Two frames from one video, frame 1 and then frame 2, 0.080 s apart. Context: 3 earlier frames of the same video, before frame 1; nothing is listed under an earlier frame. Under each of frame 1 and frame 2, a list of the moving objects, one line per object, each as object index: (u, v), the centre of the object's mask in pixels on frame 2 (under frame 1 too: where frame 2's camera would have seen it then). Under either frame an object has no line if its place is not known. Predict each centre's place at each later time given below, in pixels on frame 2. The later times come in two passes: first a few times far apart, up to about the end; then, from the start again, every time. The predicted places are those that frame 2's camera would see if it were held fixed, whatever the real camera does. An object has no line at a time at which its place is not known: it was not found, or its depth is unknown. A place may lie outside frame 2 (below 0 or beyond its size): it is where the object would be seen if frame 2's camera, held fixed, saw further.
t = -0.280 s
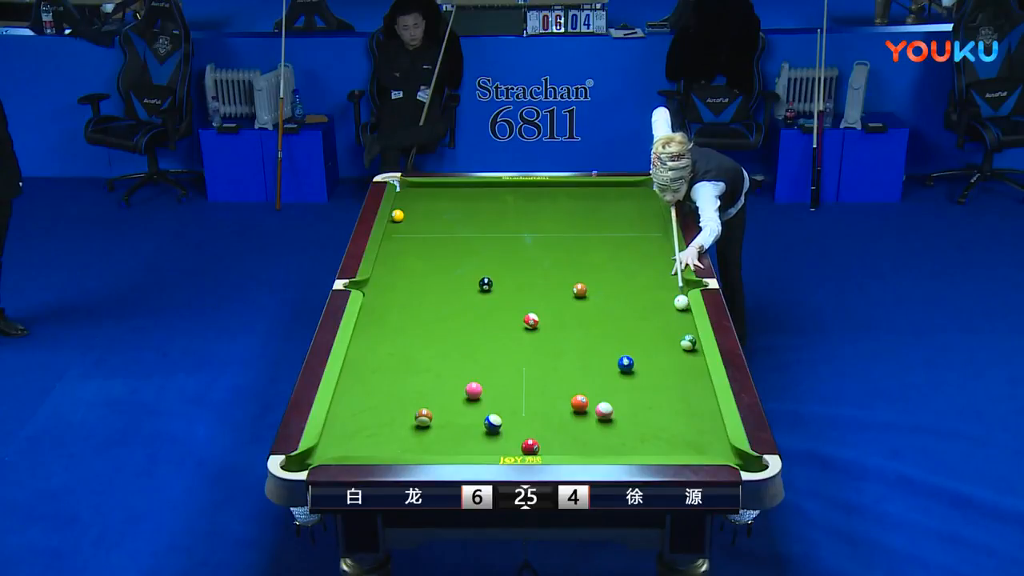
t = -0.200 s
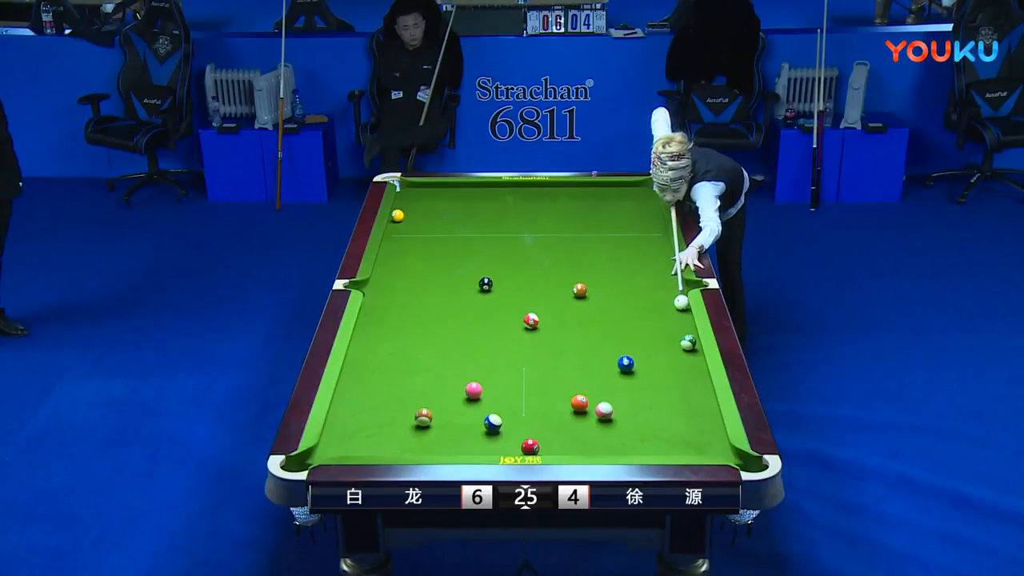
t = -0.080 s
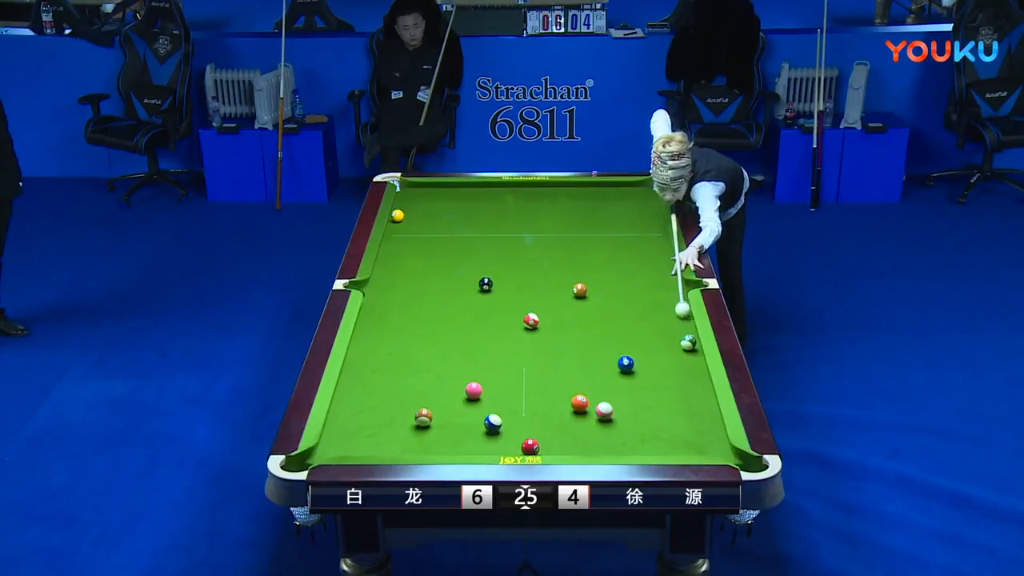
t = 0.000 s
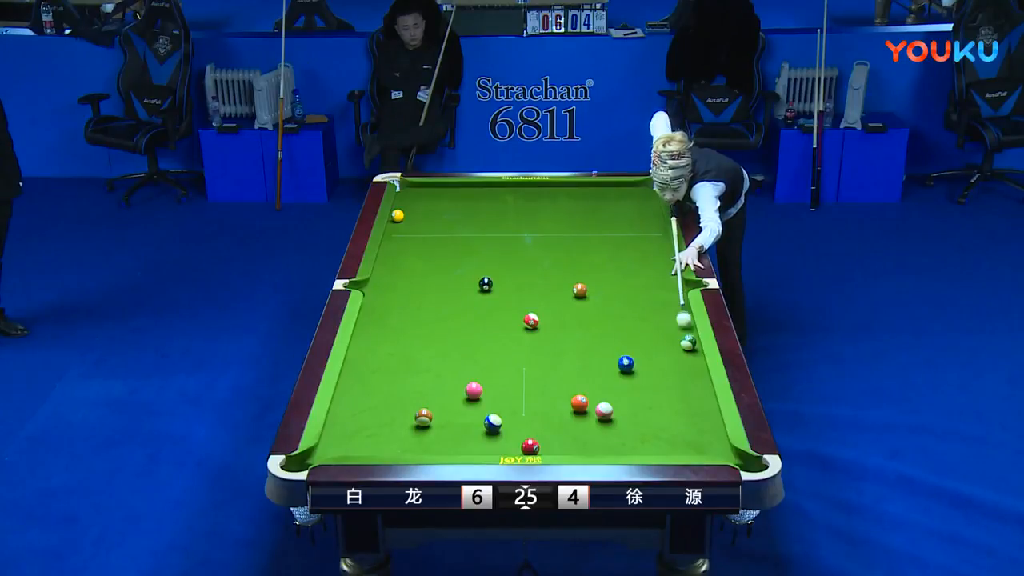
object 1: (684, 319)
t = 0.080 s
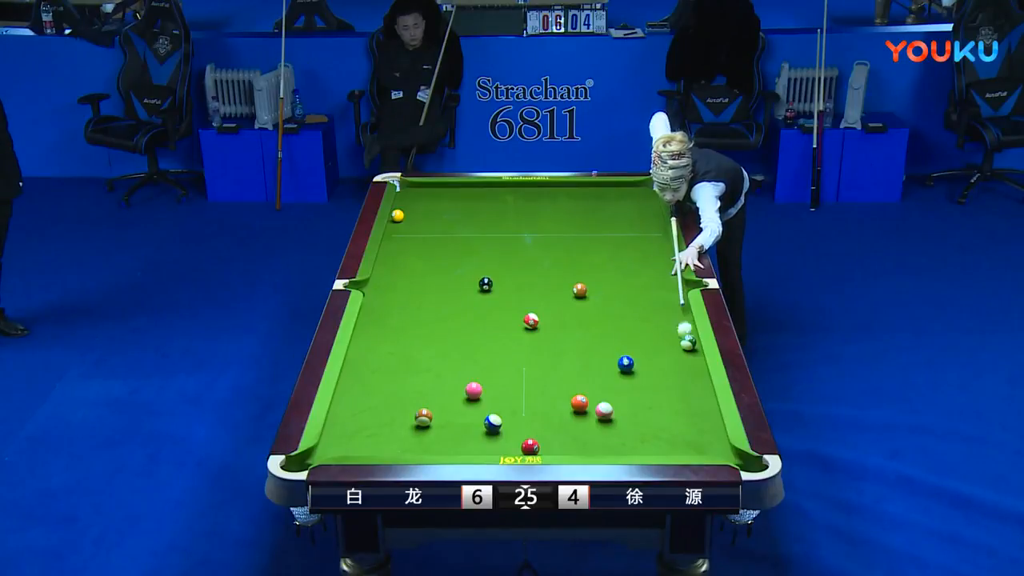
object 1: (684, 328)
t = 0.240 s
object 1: (683, 337)
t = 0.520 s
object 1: (679, 344)
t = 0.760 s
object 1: (676, 349)
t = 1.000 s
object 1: (673, 354)
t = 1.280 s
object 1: (670, 360)
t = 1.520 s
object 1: (668, 364)
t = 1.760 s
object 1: (666, 367)
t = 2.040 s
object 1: (665, 371)
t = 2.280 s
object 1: (663, 373)
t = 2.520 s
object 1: (662, 375)
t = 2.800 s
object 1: (661, 376)
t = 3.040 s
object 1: (660, 376)
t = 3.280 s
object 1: (661, 376)
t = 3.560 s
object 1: (660, 376)
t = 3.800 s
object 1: (661, 376)
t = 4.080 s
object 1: (660, 376)
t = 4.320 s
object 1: (661, 376)
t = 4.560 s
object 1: (661, 376)
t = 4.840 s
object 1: (661, 376)
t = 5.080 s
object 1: (661, 376)
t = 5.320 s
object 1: (660, 376)
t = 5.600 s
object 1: (661, 376)
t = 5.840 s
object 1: (660, 376)
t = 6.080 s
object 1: (661, 376)
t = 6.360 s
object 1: (660, 376)
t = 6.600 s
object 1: (660, 376)
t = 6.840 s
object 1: (660, 376)
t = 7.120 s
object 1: (660, 376)
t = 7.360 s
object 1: (660, 376)
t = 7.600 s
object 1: (660, 376)
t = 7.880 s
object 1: (660, 376)
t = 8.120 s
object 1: (660, 376)
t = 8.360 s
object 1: (660, 376)
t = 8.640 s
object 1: (660, 376)
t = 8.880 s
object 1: (660, 376)
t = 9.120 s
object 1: (660, 376)
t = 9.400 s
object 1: (660, 376)
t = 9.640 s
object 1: (660, 376)
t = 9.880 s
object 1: (660, 376)
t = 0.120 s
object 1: (684, 332)
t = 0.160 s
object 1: (684, 334)
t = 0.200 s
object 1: (684, 335)
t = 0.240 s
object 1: (683, 337)
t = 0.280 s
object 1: (682, 338)
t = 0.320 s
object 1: (682, 339)
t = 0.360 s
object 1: (681, 340)
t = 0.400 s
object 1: (680, 341)
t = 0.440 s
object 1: (680, 342)
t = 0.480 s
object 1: (679, 343)
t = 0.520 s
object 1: (679, 344)
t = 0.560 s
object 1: (678, 345)
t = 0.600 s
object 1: (678, 346)
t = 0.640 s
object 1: (677, 346)
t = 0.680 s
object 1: (677, 347)
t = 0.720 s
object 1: (676, 348)
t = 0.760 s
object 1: (676, 349)
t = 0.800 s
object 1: (675, 350)
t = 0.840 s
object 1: (675, 351)
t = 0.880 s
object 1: (674, 352)
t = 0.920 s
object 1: (674, 352)
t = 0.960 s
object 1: (673, 353)
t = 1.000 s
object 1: (673, 354)
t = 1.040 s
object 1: (672, 355)
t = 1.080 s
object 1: (672, 356)
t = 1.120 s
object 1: (672, 356)
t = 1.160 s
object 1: (671, 357)
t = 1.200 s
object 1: (671, 358)
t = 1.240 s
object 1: (670, 359)
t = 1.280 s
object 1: (670, 360)
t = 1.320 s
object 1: (669, 360)
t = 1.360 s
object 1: (669, 361)
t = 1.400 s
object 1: (669, 362)
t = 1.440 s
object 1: (669, 362)
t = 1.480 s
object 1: (668, 363)
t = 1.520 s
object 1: (668, 364)
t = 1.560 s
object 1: (668, 364)
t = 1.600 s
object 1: (668, 365)
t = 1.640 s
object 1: (667, 366)
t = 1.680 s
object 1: (667, 366)
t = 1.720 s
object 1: (667, 367)
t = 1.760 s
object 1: (666, 367)
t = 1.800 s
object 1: (666, 368)
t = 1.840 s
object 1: (666, 368)
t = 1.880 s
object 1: (666, 369)
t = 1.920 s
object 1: (665, 369)
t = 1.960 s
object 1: (665, 370)
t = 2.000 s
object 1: (664, 370)
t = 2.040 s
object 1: (665, 371)
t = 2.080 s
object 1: (664, 371)
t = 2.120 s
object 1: (664, 371)
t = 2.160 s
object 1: (664, 372)
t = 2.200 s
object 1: (663, 372)
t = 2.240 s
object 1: (663, 373)
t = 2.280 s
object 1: (663, 373)
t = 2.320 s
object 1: (663, 373)
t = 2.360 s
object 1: (663, 374)
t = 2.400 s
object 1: (662, 374)
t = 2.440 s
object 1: (662, 374)
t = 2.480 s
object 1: (662, 374)
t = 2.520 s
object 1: (662, 375)
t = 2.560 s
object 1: (662, 375)
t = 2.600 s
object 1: (661, 375)
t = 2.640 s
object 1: (661, 375)
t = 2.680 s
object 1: (661, 375)
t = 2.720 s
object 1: (661, 375)
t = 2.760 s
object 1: (661, 375)
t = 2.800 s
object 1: (661, 376)
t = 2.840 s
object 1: (661, 375)
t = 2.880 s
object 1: (661, 376)
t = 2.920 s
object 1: (660, 376)
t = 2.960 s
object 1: (660, 376)
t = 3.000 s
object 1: (660, 376)
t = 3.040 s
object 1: (660, 376)
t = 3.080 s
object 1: (660, 376)
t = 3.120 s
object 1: (660, 376)
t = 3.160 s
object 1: (660, 376)
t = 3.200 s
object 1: (660, 376)
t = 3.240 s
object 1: (661, 376)
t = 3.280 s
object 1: (661, 376)
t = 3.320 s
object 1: (661, 376)
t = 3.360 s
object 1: (661, 376)
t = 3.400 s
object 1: (661, 376)
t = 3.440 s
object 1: (661, 376)
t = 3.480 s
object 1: (661, 376)
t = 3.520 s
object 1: (661, 376)
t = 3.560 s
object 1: (660, 376)
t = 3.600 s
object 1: (660, 376)
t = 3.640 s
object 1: (660, 376)
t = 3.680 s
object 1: (661, 376)
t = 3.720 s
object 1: (660, 376)
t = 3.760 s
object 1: (661, 376)
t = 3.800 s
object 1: (661, 376)
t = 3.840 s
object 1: (661, 376)
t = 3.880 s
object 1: (660, 376)
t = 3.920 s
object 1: (661, 376)
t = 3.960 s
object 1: (660, 376)
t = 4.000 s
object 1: (661, 376)
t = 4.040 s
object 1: (660, 376)
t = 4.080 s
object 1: (660, 376)
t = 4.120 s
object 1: (661, 376)
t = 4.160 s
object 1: (660, 376)
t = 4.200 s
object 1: (660, 376)
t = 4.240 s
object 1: (661, 376)
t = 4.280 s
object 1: (661, 376)
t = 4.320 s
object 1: (661, 376)
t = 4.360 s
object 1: (660, 376)
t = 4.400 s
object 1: (661, 376)
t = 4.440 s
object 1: (660, 376)
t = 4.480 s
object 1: (661, 376)
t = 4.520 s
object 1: (661, 376)
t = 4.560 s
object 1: (661, 376)
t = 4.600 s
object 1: (661, 376)
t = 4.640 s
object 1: (661, 376)
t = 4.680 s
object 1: (661, 376)
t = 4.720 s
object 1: (661, 376)
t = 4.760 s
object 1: (661, 376)
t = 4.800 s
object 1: (661, 376)
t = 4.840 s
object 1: (661, 376)
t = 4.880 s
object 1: (661, 376)
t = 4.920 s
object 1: (661, 376)
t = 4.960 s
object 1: (661, 376)
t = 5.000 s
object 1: (661, 376)
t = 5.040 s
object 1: (661, 376)
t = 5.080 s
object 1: (661, 376)
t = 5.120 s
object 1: (661, 376)
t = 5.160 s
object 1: (660, 376)
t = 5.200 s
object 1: (661, 376)
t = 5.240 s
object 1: (660, 376)
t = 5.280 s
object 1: (660, 376)
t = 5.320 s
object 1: (660, 376)
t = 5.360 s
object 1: (660, 376)
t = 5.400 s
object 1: (660, 376)
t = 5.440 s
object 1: (661, 376)
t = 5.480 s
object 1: (661, 376)
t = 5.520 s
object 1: (661, 376)
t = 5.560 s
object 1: (660, 376)
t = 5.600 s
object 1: (661, 376)
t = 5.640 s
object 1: (660, 376)
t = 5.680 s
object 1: (660, 376)
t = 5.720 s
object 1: (661, 376)
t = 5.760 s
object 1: (660, 376)
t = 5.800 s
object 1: (661, 376)
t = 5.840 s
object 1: (660, 376)
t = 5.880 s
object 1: (661, 376)
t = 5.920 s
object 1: (660, 376)
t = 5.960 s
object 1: (661, 376)
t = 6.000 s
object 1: (661, 376)
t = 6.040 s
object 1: (660, 376)
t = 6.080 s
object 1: (661, 376)
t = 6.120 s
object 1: (661, 376)
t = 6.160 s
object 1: (660, 376)
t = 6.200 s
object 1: (660, 376)
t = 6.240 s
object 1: (661, 376)
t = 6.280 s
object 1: (660, 376)
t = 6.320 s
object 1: (660, 376)
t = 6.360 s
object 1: (660, 376)
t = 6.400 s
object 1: (660, 376)
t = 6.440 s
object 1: (660, 376)
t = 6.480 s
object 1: (660, 376)
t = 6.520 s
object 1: (660, 376)
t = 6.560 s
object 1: (660, 376)
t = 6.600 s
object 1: (660, 376)
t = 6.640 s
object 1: (660, 376)
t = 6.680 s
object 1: (660, 376)
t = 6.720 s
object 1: (660, 376)
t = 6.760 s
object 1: (660, 376)
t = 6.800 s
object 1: (660, 376)
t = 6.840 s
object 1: (660, 376)
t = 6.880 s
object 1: (660, 376)
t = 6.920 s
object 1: (660, 376)
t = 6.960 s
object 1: (660, 376)
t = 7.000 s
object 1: (660, 376)
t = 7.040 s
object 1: (660, 376)
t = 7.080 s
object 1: (660, 376)
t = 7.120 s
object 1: (660, 376)
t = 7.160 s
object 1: (661, 376)
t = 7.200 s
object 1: (660, 376)
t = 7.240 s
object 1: (660, 376)
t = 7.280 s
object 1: (660, 376)
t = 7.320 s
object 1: (660, 376)
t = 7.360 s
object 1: (660, 376)
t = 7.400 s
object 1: (660, 376)
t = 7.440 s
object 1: (660, 376)
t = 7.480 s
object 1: (660, 376)
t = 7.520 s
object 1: (660, 376)
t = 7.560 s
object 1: (660, 376)
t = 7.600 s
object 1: (660, 376)
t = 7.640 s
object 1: (660, 376)
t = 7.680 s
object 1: (660, 376)
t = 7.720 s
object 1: (660, 376)
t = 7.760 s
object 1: (660, 376)
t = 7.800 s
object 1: (660, 376)
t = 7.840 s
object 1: (660, 376)
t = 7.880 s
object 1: (660, 376)
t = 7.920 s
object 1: (660, 376)
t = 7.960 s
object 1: (660, 376)
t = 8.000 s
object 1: (660, 376)
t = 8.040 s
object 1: (660, 376)
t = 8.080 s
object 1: (660, 376)
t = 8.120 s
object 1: (660, 376)
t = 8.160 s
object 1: (660, 376)
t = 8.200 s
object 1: (660, 376)
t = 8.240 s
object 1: (660, 376)
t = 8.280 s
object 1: (660, 376)
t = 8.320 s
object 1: (660, 376)
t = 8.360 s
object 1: (660, 376)
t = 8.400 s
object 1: (660, 376)
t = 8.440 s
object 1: (660, 376)
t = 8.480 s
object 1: (660, 376)
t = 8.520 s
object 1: (660, 376)
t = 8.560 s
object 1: (660, 376)
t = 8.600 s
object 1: (660, 376)
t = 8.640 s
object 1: (660, 376)
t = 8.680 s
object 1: (660, 376)
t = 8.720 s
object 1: (660, 376)
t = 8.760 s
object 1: (660, 376)
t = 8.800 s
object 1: (660, 376)
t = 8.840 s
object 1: (660, 376)
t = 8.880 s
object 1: (660, 376)
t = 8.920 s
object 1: (660, 376)
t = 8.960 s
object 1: (660, 376)
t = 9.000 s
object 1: (660, 376)
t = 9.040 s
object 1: (660, 376)
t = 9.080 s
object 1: (660, 376)
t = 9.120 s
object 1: (660, 376)
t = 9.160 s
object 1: (660, 376)
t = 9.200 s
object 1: (660, 376)
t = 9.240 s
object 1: (660, 376)
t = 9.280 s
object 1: (660, 376)
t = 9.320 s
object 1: (660, 376)
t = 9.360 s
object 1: (660, 376)
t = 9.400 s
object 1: (660, 376)
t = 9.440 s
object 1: (660, 376)
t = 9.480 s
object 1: (660, 376)
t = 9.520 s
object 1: (660, 376)
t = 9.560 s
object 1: (660, 376)
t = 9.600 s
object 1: (660, 376)
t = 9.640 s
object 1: (660, 376)
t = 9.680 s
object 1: (660, 376)
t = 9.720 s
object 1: (660, 376)
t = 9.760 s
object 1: (661, 376)
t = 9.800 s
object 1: (660, 376)
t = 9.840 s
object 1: (660, 376)
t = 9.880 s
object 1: (660, 376)
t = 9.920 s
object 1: (660, 376)
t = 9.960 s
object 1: (660, 376)
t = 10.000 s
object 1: (660, 376)
